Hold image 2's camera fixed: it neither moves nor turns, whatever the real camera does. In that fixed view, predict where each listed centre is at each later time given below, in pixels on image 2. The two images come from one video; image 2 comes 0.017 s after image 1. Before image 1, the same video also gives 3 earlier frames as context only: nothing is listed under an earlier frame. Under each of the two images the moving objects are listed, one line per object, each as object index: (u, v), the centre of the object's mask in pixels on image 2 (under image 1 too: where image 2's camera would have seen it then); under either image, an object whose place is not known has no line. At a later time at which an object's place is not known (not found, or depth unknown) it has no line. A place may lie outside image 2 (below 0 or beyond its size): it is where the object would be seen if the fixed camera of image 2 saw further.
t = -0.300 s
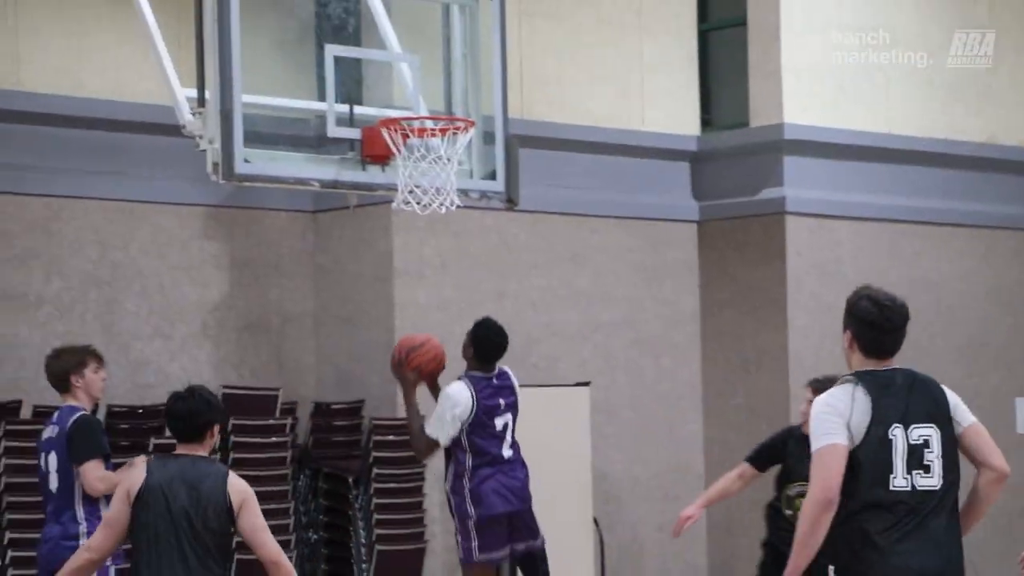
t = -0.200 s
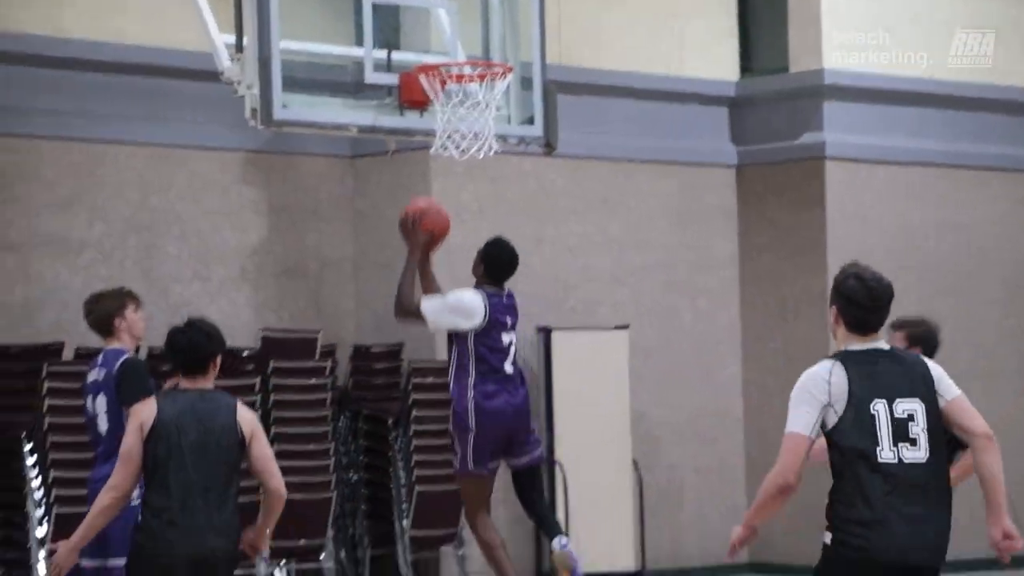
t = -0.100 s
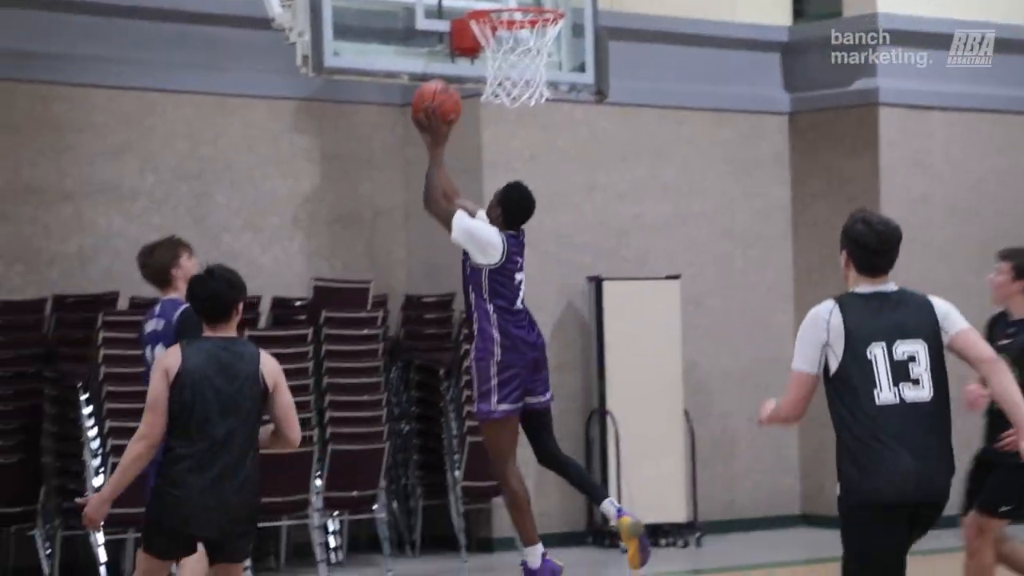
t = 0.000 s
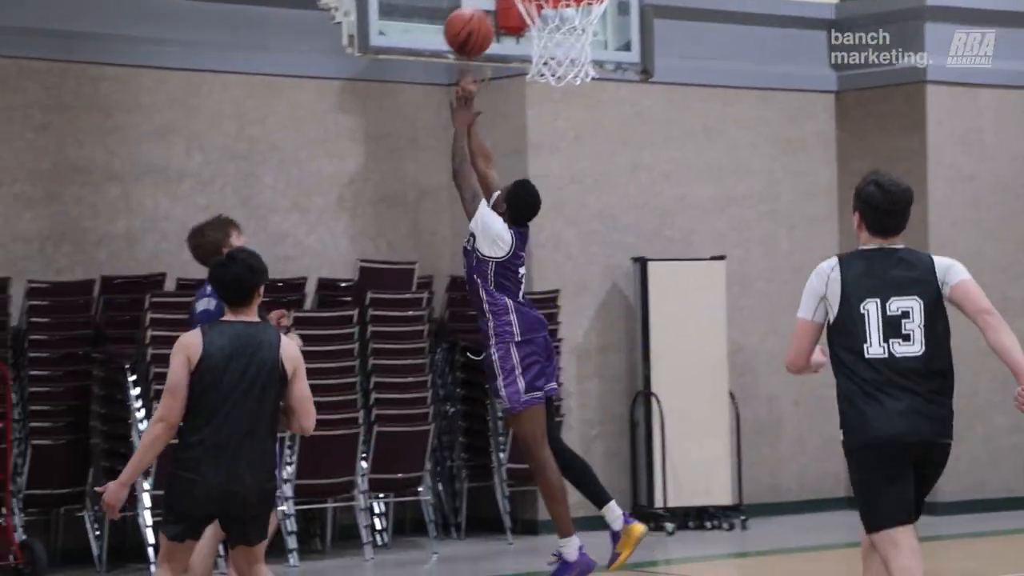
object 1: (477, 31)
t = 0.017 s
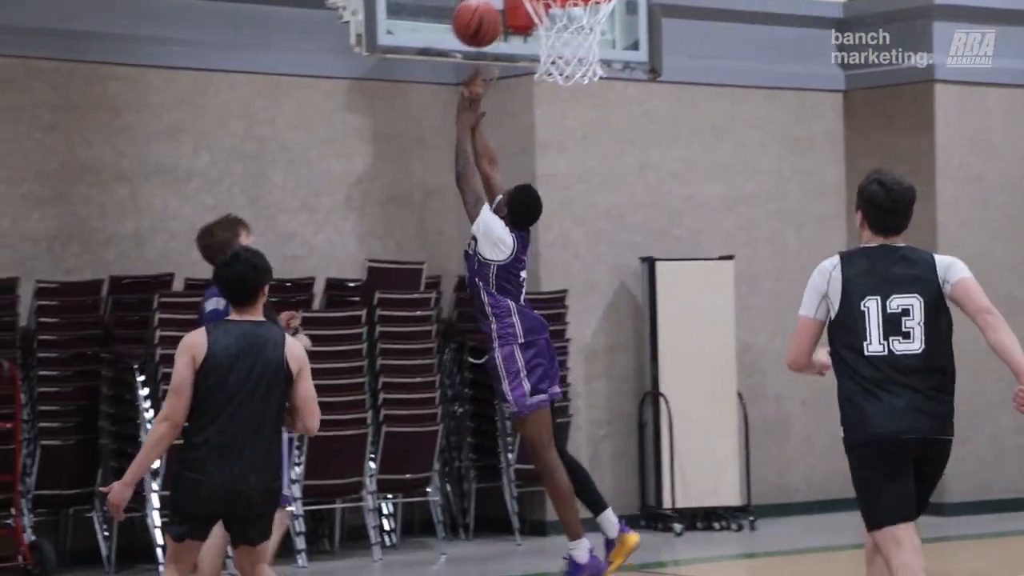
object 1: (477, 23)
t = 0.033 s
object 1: (477, 18)
